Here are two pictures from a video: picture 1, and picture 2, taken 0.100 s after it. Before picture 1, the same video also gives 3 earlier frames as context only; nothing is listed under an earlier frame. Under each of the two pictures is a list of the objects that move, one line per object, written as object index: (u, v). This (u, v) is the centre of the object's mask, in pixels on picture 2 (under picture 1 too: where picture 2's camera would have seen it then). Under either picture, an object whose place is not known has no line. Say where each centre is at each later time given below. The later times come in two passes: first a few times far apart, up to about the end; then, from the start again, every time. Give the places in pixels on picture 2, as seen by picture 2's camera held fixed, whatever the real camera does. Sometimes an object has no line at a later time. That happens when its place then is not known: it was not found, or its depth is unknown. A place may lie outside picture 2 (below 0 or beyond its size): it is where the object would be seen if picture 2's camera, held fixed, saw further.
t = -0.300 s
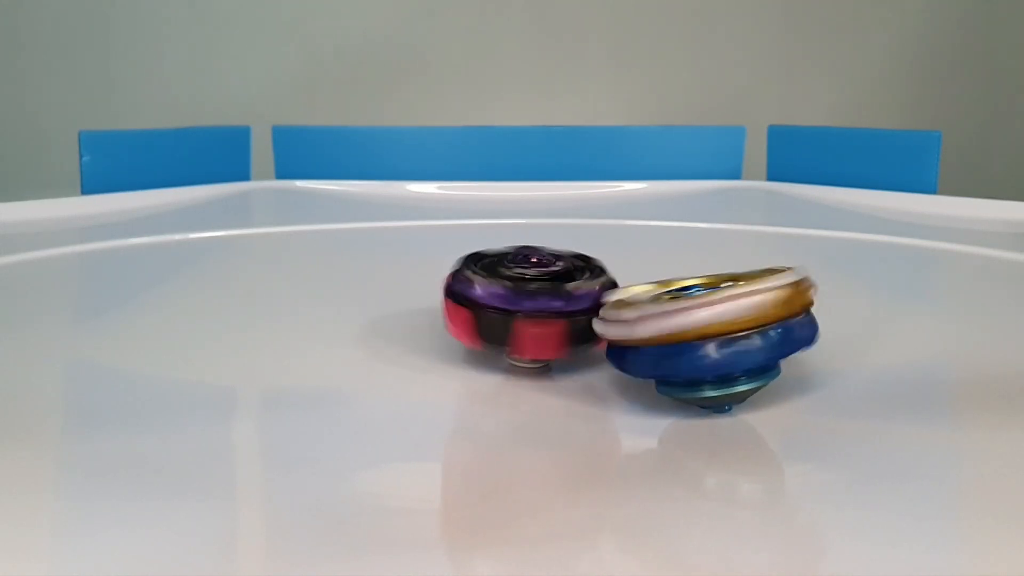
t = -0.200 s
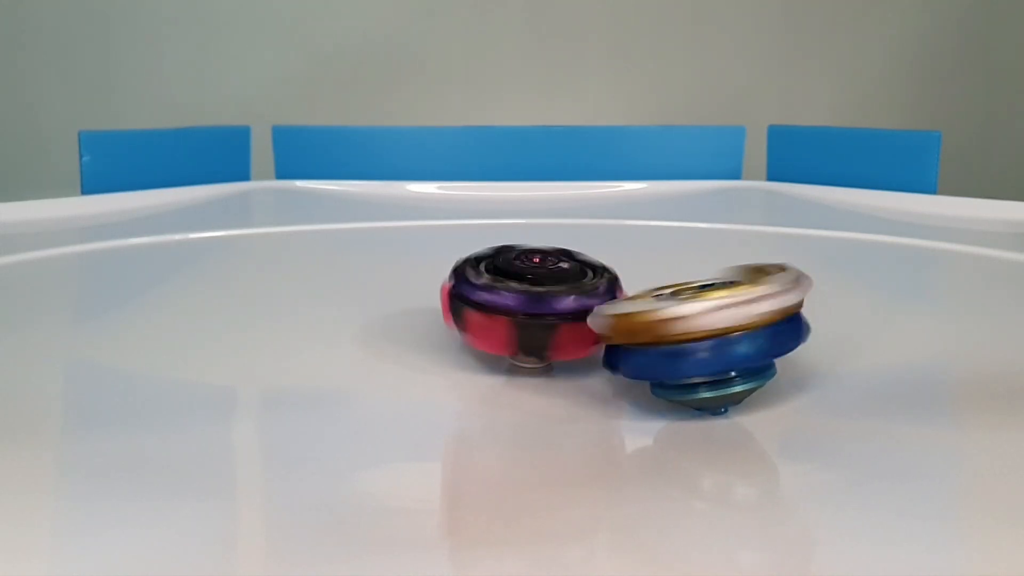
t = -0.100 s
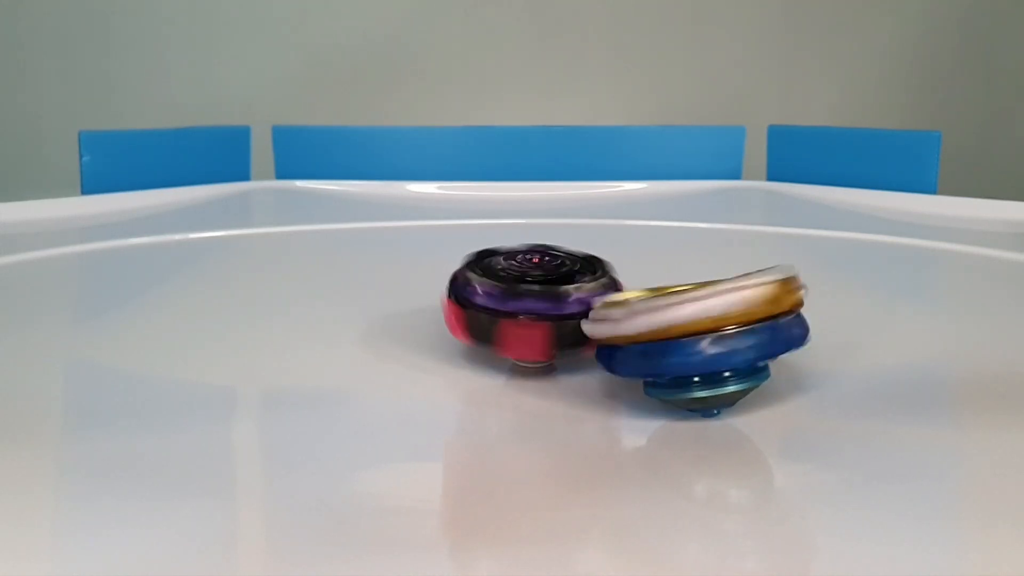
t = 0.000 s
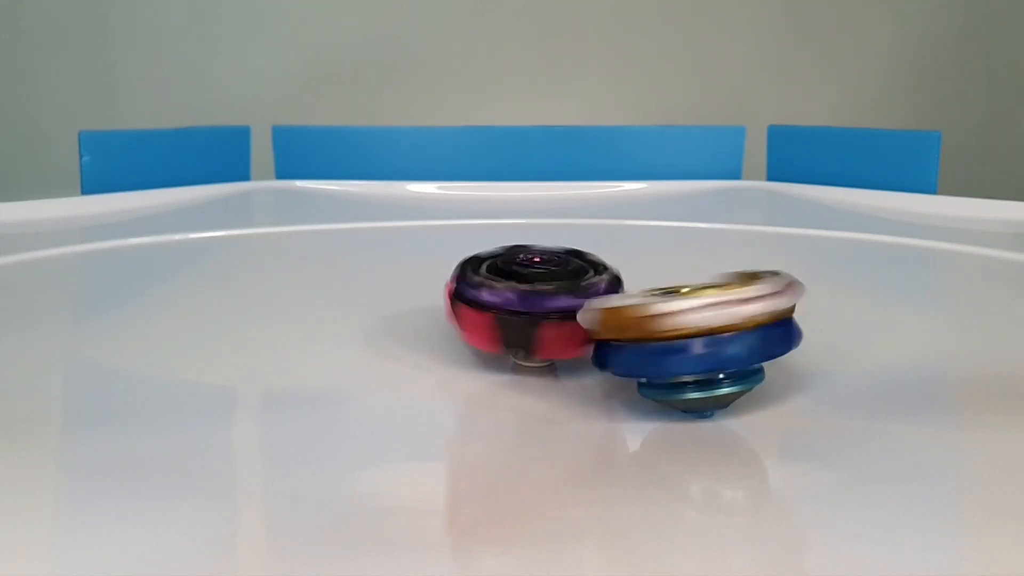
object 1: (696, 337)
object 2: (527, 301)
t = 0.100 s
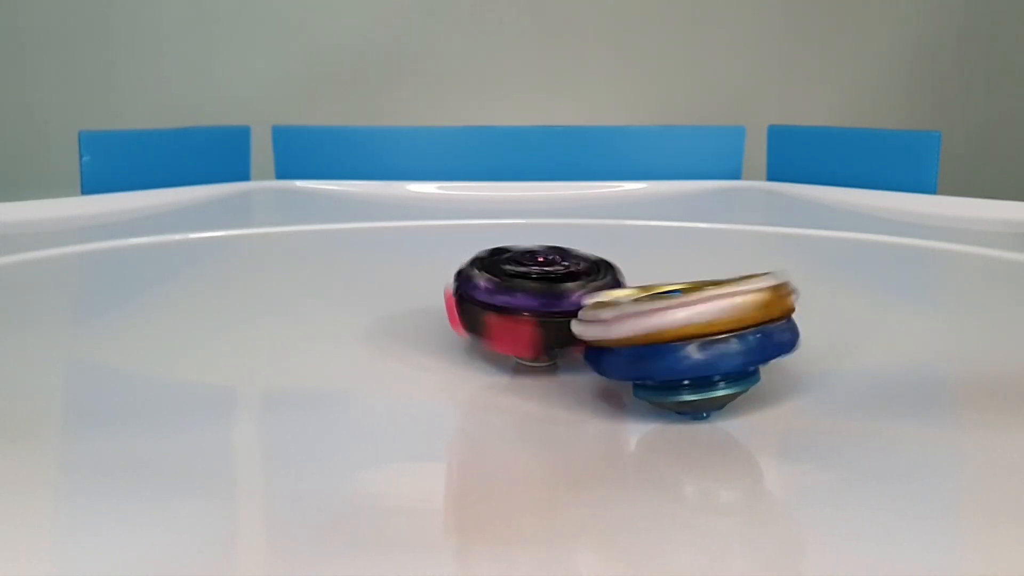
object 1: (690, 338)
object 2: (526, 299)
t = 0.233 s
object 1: (683, 341)
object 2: (529, 298)
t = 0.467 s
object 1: (670, 343)
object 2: (530, 294)
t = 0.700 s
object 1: (656, 345)
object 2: (532, 290)
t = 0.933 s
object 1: (641, 347)
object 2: (535, 285)
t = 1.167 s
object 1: (624, 347)
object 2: (536, 279)
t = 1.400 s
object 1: (604, 350)
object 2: (547, 274)
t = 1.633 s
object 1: (588, 350)
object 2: (563, 268)
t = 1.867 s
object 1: (571, 351)
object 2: (563, 270)
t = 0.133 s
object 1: (689, 338)
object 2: (528, 299)
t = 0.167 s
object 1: (687, 340)
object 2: (529, 299)
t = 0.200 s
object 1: (685, 340)
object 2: (529, 298)
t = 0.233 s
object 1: (683, 341)
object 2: (529, 298)
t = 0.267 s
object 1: (681, 341)
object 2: (529, 297)
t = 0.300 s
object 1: (680, 341)
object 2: (528, 297)
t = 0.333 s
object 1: (678, 341)
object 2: (529, 296)
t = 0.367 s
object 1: (675, 342)
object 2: (529, 296)
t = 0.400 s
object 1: (673, 342)
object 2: (529, 296)
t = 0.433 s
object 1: (672, 343)
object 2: (530, 296)
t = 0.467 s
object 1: (670, 343)
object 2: (530, 294)
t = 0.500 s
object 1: (668, 343)
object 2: (528, 294)
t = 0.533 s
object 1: (666, 343)
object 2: (529, 293)
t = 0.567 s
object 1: (663, 345)
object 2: (531, 293)
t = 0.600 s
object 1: (662, 345)
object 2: (531, 292)
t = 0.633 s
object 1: (660, 346)
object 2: (532, 292)
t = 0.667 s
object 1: (657, 346)
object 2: (533, 291)
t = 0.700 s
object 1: (656, 345)
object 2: (532, 290)
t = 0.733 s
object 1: (654, 346)
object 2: (532, 289)
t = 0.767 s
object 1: (650, 346)
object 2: (531, 290)
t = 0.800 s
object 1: (647, 346)
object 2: (532, 288)
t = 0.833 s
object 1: (647, 347)
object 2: (534, 288)
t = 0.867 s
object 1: (644, 348)
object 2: (536, 287)
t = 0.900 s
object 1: (642, 347)
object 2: (535, 285)
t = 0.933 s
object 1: (641, 347)
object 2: (535, 285)
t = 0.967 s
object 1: (638, 348)
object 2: (535, 284)
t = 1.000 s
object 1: (634, 348)
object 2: (536, 284)
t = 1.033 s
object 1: (633, 349)
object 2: (537, 283)
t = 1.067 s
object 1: (630, 349)
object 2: (538, 283)
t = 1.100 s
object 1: (629, 348)
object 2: (538, 281)
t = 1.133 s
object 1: (626, 348)
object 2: (537, 281)
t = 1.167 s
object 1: (624, 347)
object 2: (536, 279)
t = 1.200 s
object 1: (619, 348)
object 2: (539, 279)
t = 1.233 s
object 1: (618, 349)
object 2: (543, 278)
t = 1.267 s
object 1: (616, 349)
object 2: (545, 278)
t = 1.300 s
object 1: (615, 350)
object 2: (546, 277)
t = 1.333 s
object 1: (613, 350)
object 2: (545, 276)
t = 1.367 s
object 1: (610, 349)
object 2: (543, 275)
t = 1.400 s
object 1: (604, 350)
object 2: (547, 274)
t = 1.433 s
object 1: (603, 350)
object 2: (550, 275)
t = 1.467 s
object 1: (601, 350)
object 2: (549, 274)
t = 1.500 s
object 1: (600, 349)
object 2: (549, 273)
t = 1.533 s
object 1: (598, 349)
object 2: (548, 271)
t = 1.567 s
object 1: (595, 347)
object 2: (549, 269)
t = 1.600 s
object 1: (590, 348)
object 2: (555, 268)
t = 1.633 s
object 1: (588, 350)
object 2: (563, 268)
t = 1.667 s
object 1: (587, 350)
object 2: (560, 271)
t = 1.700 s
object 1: (585, 350)
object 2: (560, 271)
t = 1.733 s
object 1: (583, 350)
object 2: (557, 270)
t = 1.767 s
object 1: (580, 350)
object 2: (556, 269)
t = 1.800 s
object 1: (576, 350)
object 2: (560, 269)
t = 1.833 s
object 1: (571, 351)
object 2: (566, 268)
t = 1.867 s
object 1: (571, 351)
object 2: (563, 270)
